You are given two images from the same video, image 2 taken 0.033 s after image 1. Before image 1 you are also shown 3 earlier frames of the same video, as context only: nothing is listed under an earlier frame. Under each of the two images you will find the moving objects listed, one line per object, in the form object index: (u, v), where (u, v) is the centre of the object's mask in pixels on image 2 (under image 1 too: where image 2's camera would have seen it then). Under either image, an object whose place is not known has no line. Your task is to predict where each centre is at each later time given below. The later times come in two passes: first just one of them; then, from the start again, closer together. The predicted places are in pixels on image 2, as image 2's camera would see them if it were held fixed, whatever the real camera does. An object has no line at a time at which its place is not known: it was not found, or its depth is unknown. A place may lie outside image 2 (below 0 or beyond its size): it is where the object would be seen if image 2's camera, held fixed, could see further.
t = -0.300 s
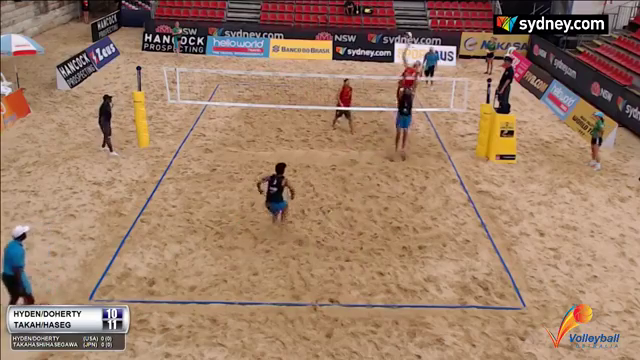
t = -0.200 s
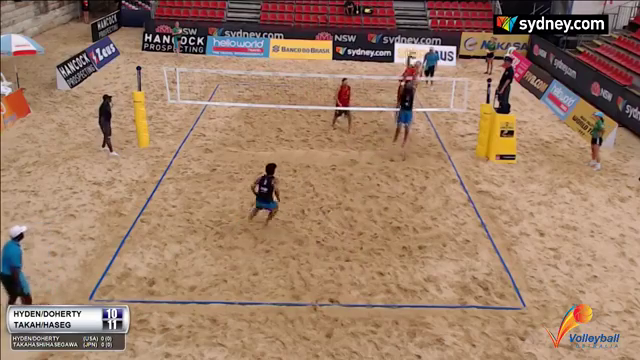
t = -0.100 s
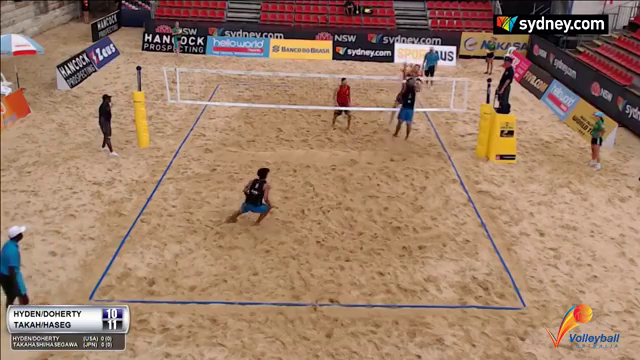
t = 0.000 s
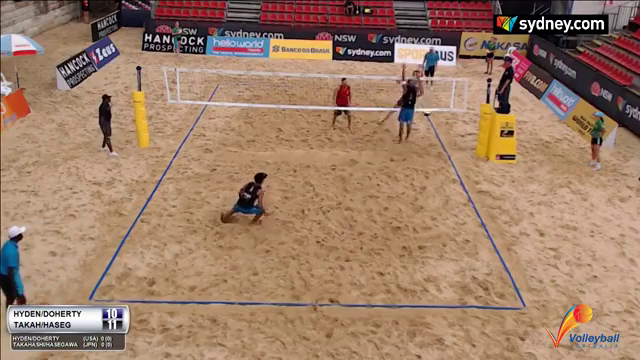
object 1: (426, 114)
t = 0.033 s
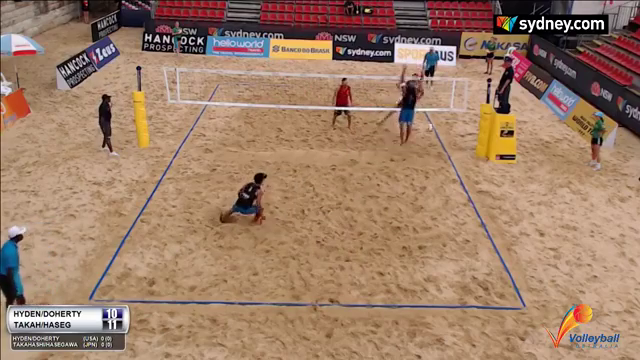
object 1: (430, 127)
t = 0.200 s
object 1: (444, 213)
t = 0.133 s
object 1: (437, 175)
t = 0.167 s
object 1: (441, 191)
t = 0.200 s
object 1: (444, 213)
